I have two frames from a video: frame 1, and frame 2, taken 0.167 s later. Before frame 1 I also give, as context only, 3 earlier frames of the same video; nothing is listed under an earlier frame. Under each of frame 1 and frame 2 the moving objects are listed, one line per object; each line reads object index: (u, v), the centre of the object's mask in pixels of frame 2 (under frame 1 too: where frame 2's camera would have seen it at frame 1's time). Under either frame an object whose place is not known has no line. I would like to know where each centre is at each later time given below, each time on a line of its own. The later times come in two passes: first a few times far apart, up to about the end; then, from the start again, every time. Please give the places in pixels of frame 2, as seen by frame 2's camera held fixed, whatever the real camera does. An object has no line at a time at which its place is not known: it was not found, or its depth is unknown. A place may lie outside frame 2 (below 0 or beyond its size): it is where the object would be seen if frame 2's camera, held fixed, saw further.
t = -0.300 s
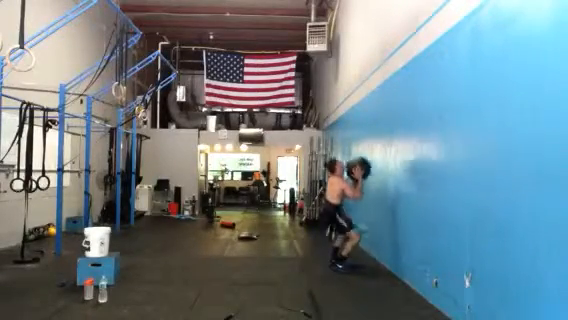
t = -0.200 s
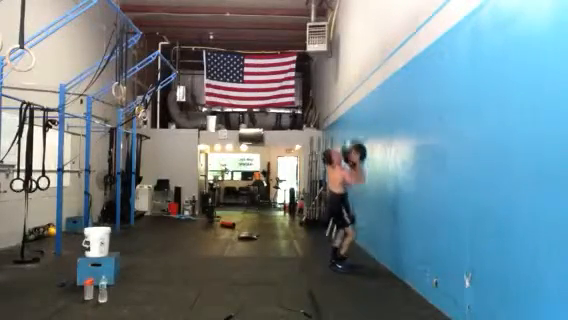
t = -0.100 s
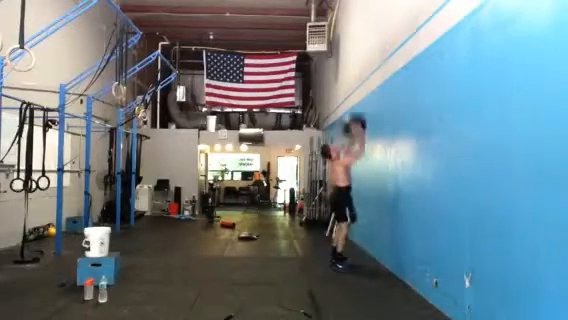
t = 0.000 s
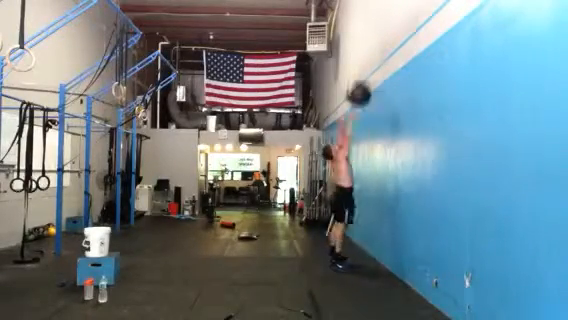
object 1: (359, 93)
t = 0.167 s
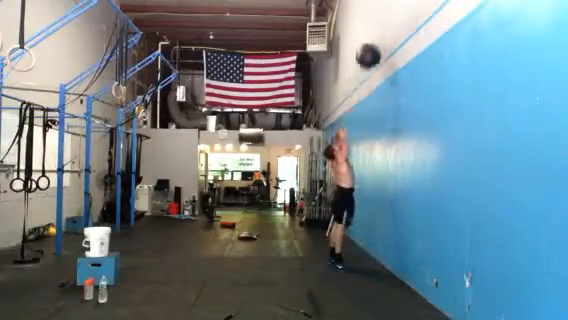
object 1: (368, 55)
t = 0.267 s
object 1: (374, 43)
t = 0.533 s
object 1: (373, 42)
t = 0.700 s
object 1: (367, 66)
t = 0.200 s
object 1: (370, 50)
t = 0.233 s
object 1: (372, 46)
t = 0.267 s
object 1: (374, 43)
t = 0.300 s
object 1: (376, 40)
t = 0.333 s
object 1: (377, 38)
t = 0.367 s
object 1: (378, 37)
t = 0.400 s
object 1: (377, 37)
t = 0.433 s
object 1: (376, 37)
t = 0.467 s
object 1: (375, 38)
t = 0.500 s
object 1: (374, 40)
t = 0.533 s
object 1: (373, 42)
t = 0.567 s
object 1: (371, 45)
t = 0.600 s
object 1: (370, 49)
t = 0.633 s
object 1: (369, 54)
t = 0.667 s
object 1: (368, 60)
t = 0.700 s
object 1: (367, 66)
